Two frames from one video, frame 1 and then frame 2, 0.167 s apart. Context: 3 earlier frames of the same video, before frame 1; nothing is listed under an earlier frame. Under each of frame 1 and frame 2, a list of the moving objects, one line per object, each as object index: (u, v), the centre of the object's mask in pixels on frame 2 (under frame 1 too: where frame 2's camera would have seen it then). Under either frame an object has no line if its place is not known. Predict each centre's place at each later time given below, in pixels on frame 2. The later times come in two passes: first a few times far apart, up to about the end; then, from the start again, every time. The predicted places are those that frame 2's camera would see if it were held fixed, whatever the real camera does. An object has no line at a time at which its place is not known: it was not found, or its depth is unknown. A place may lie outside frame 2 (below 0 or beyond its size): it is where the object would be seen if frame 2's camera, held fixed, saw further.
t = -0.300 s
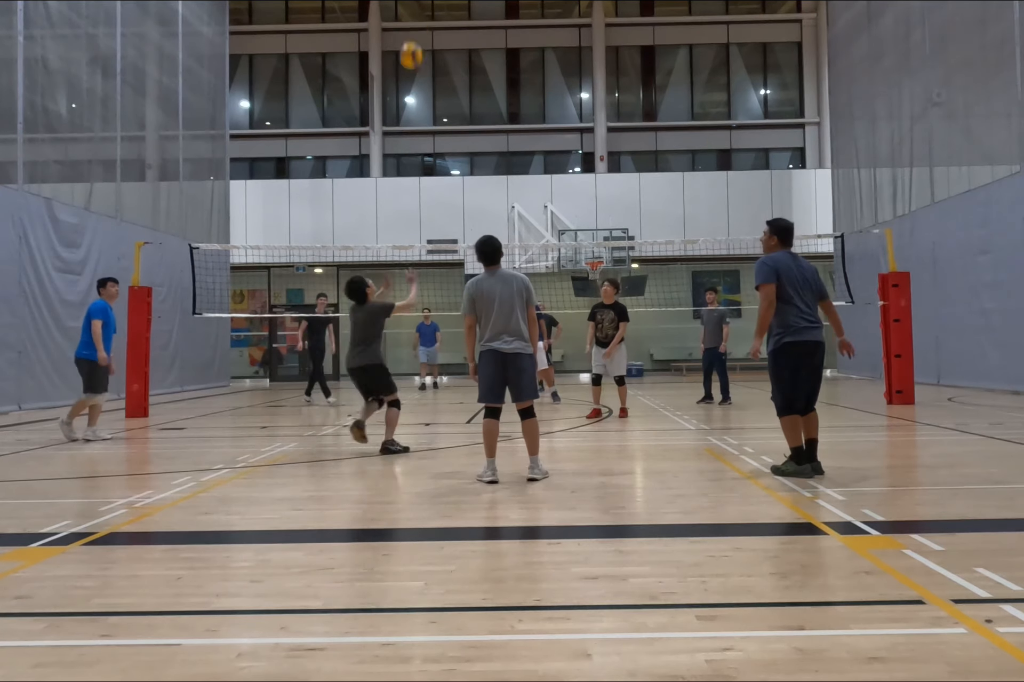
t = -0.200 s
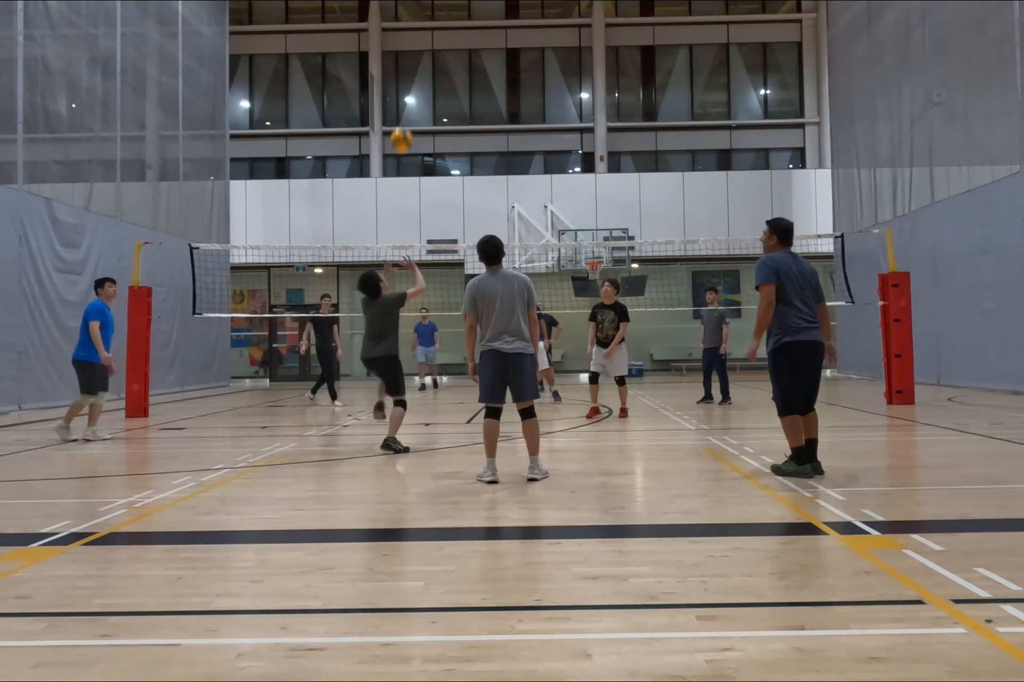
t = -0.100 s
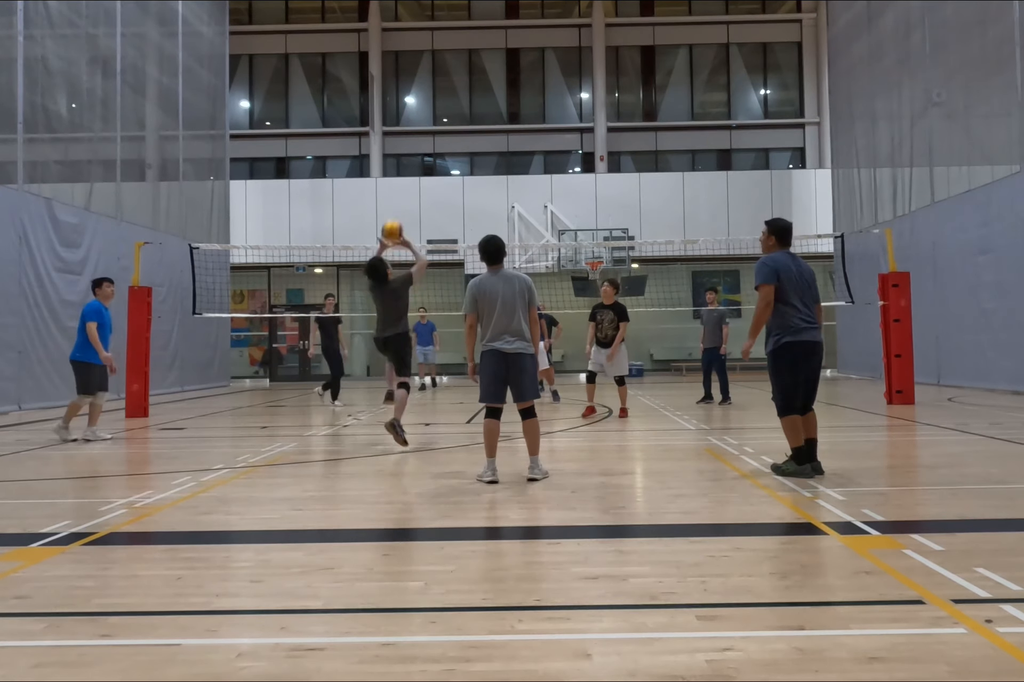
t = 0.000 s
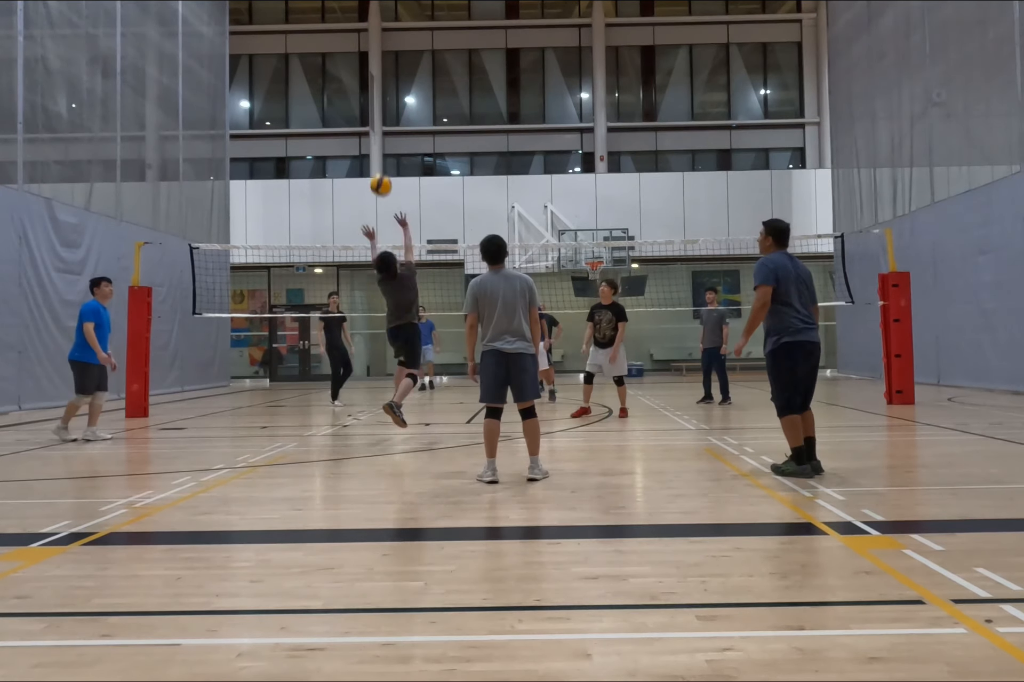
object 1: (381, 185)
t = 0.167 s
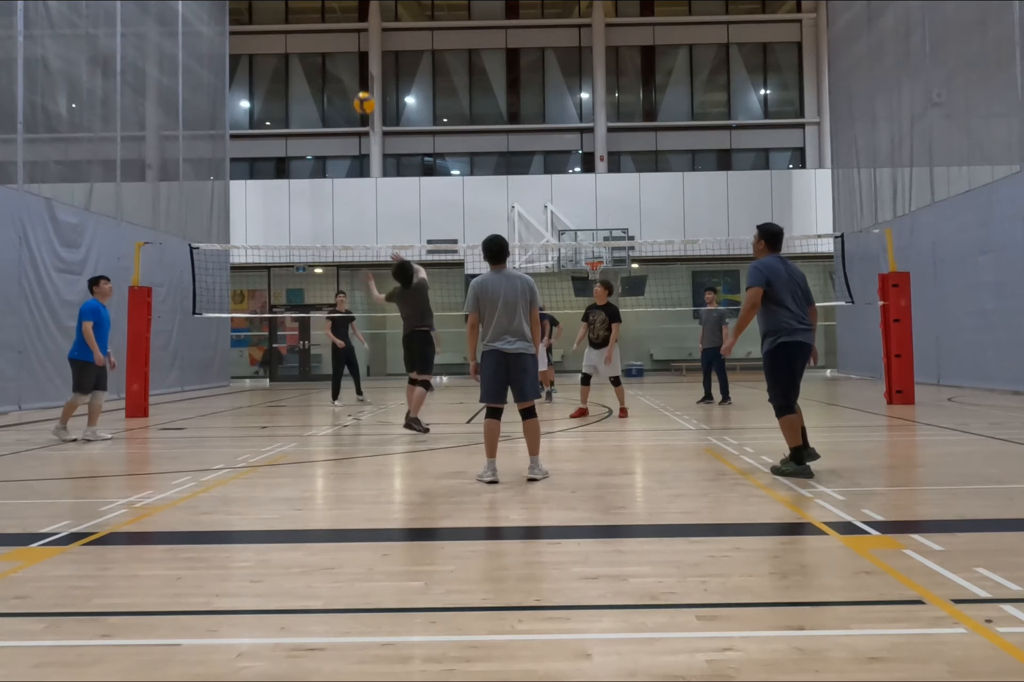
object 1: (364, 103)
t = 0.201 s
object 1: (361, 91)
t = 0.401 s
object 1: (343, 43)
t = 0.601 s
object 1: (328, 32)
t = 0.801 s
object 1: (315, 54)
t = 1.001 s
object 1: (304, 103)
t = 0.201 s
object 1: (361, 91)
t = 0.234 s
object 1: (358, 80)
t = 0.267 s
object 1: (355, 70)
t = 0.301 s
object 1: (352, 61)
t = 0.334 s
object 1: (349, 54)
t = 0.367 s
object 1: (346, 48)
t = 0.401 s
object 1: (343, 43)
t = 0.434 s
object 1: (340, 38)
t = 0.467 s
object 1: (338, 35)
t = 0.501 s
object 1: (335, 33)
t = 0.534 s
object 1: (333, 32)
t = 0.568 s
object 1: (331, 32)
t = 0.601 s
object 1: (328, 32)
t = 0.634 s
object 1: (326, 33)
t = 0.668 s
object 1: (324, 36)
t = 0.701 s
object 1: (321, 40)
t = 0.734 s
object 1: (319, 43)
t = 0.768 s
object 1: (317, 48)
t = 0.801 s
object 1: (315, 54)
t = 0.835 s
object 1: (313, 61)
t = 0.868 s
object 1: (311, 68)
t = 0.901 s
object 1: (309, 76)
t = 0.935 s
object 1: (307, 84)
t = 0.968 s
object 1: (306, 93)
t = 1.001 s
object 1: (304, 103)
